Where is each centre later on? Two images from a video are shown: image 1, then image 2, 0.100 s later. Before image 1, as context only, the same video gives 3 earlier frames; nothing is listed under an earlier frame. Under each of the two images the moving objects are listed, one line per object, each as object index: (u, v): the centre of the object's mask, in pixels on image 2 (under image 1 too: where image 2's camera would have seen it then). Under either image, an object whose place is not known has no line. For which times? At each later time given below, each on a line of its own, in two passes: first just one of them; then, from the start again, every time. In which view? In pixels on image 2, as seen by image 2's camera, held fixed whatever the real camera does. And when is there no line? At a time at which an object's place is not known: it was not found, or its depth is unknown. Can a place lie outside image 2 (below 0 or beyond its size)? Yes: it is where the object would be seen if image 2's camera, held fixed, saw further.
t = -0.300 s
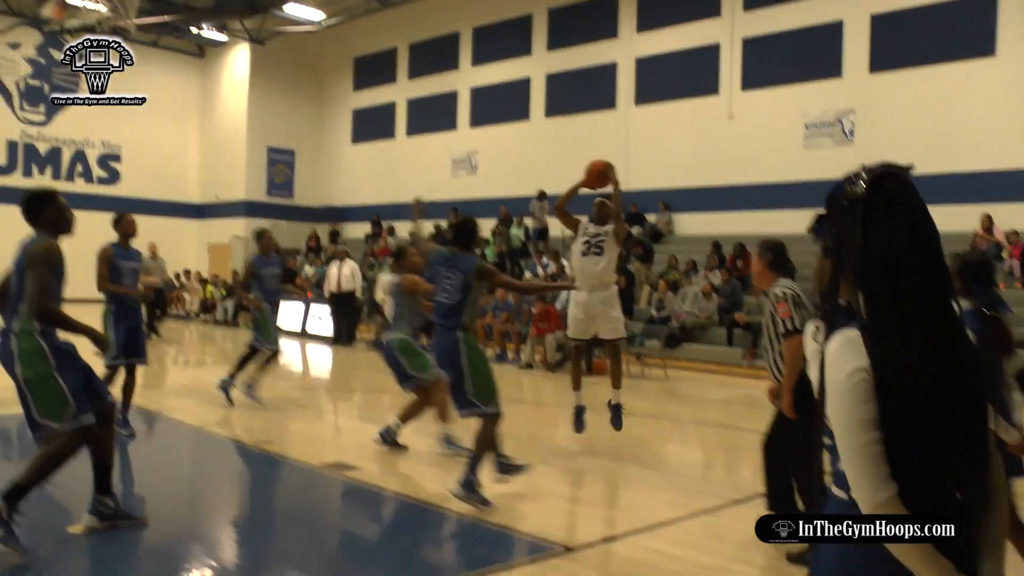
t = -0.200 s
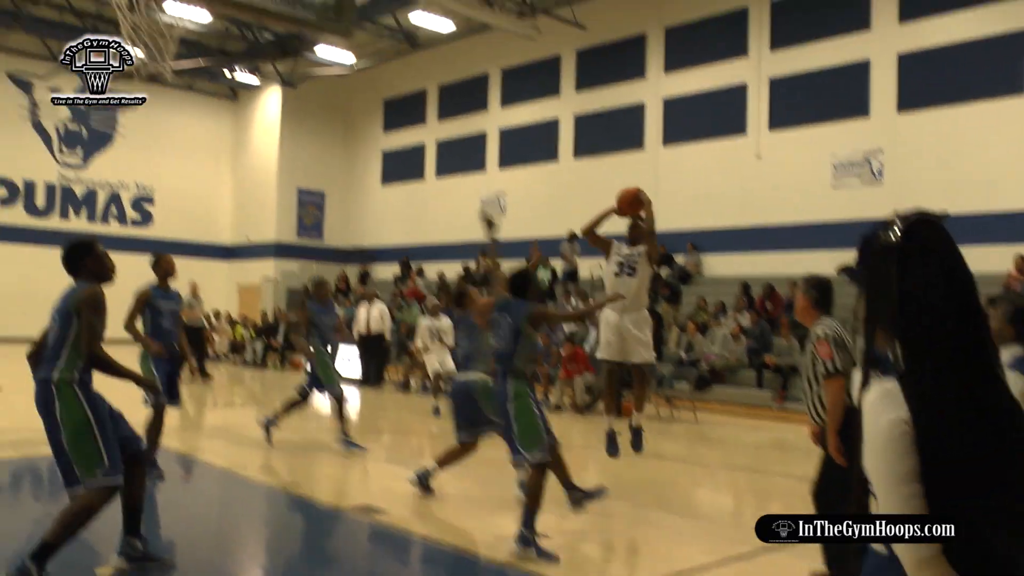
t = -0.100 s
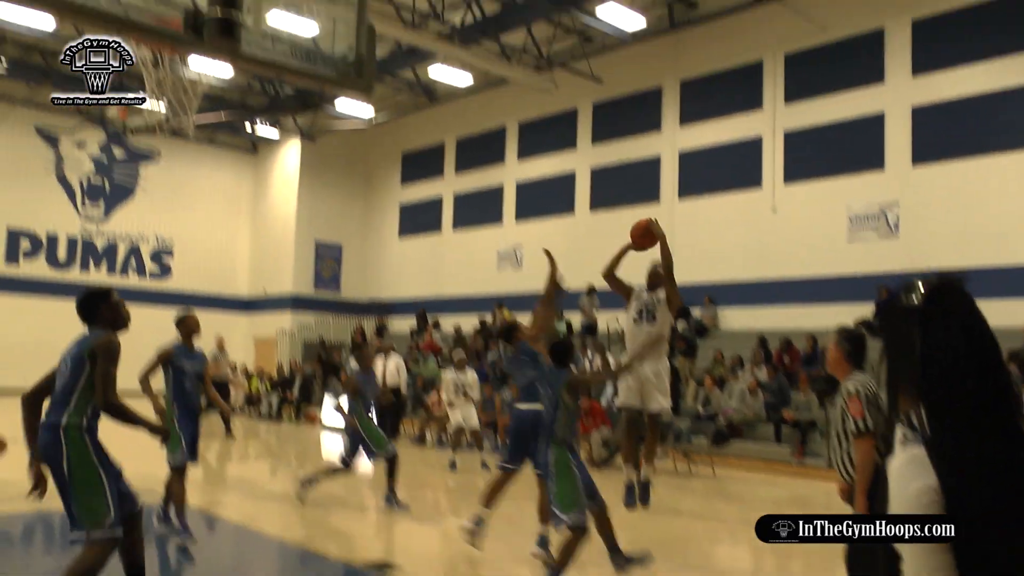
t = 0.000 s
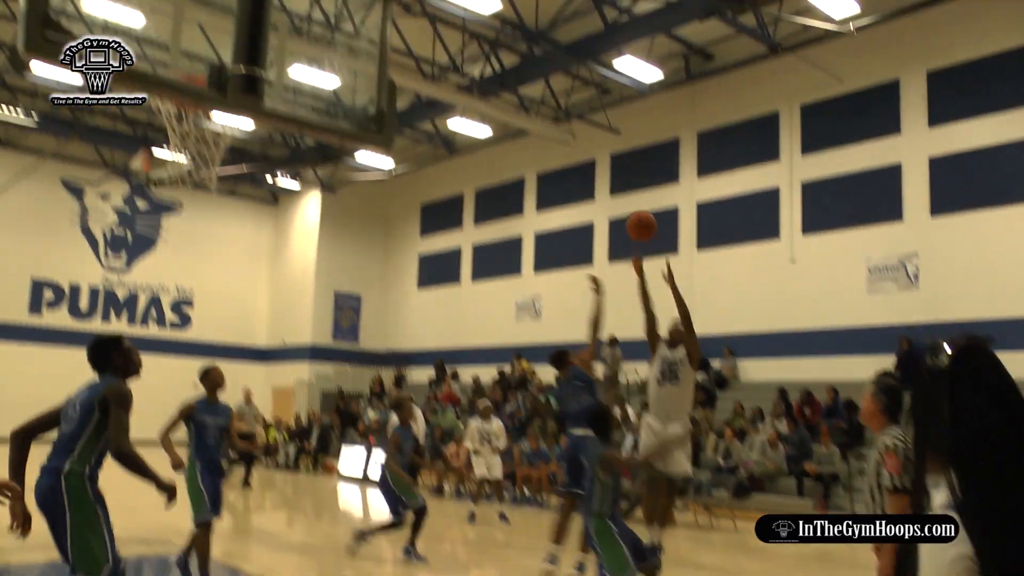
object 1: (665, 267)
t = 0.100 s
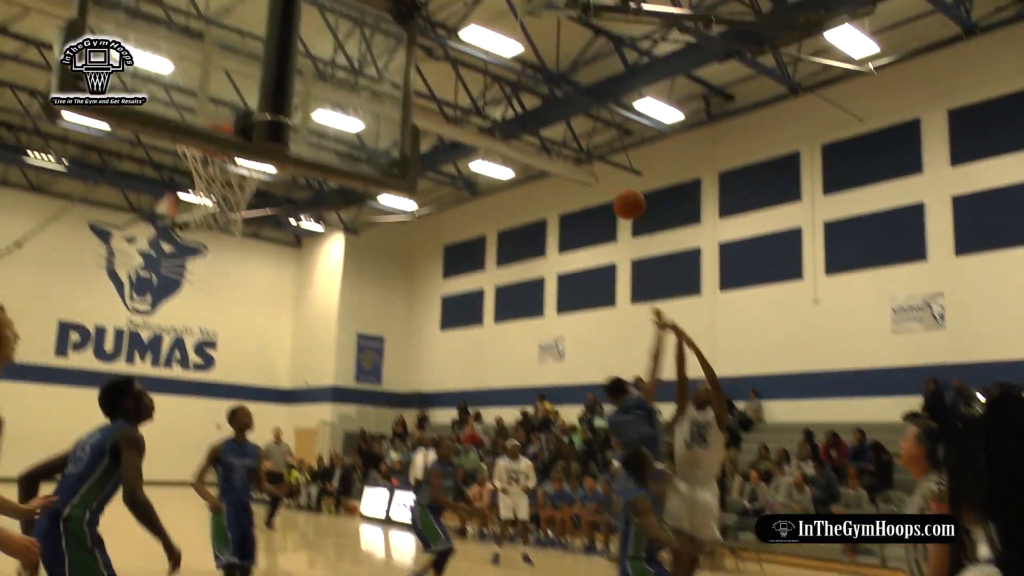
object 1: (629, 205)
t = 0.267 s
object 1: (566, 122)
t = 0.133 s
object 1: (617, 186)
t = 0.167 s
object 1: (605, 167)
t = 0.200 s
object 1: (592, 151)
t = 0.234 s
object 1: (579, 137)
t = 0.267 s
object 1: (566, 122)
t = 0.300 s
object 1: (553, 109)
